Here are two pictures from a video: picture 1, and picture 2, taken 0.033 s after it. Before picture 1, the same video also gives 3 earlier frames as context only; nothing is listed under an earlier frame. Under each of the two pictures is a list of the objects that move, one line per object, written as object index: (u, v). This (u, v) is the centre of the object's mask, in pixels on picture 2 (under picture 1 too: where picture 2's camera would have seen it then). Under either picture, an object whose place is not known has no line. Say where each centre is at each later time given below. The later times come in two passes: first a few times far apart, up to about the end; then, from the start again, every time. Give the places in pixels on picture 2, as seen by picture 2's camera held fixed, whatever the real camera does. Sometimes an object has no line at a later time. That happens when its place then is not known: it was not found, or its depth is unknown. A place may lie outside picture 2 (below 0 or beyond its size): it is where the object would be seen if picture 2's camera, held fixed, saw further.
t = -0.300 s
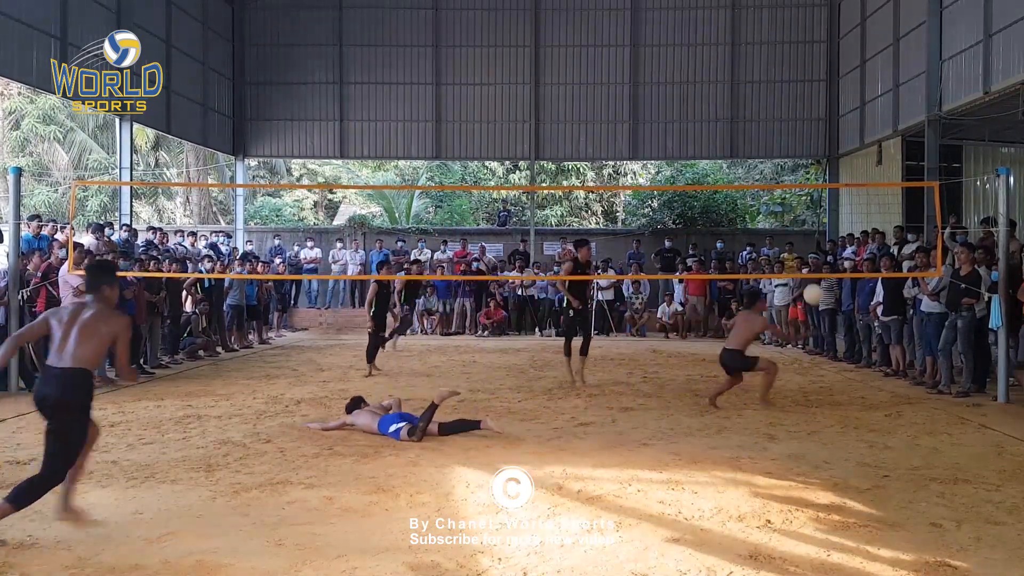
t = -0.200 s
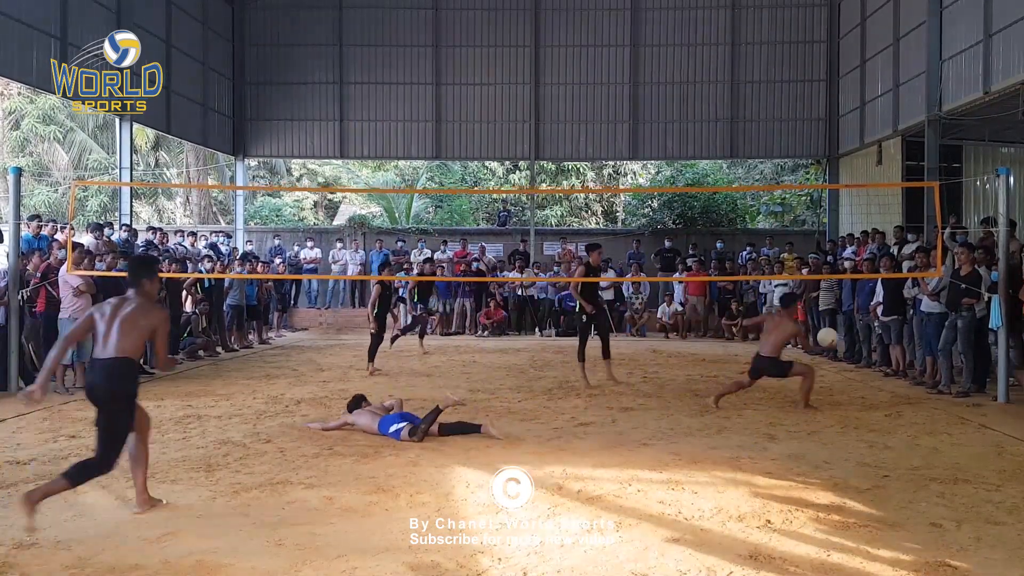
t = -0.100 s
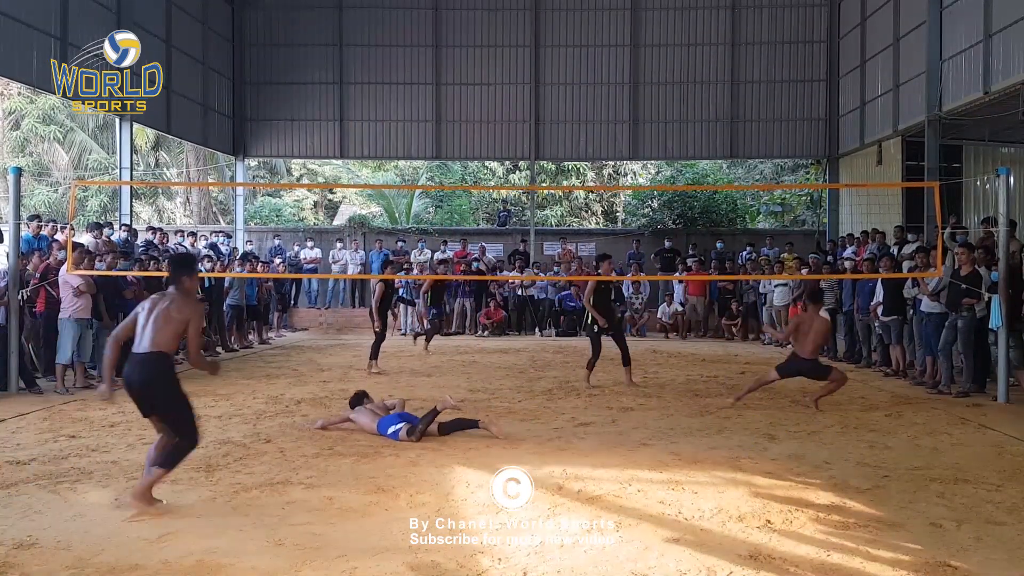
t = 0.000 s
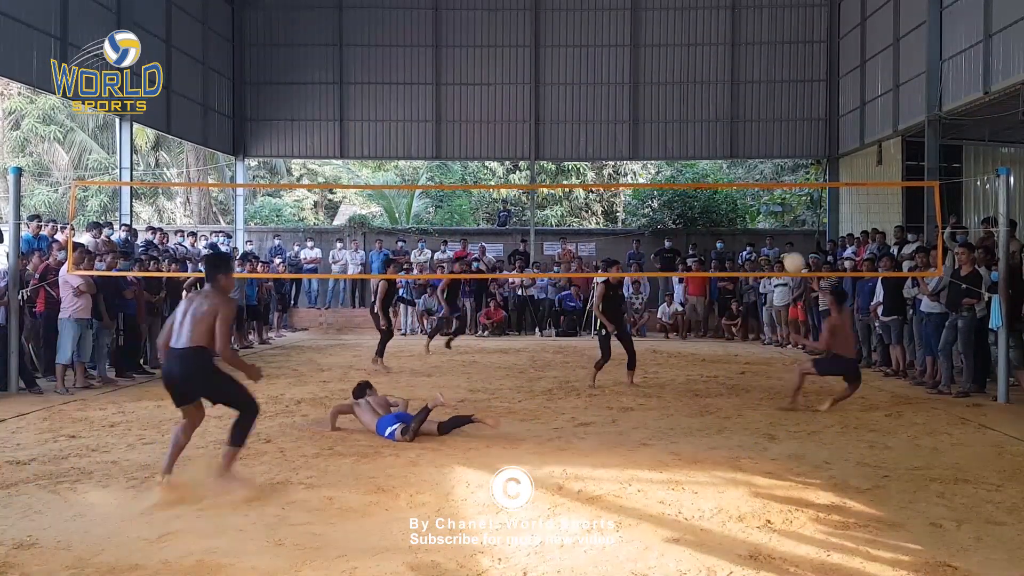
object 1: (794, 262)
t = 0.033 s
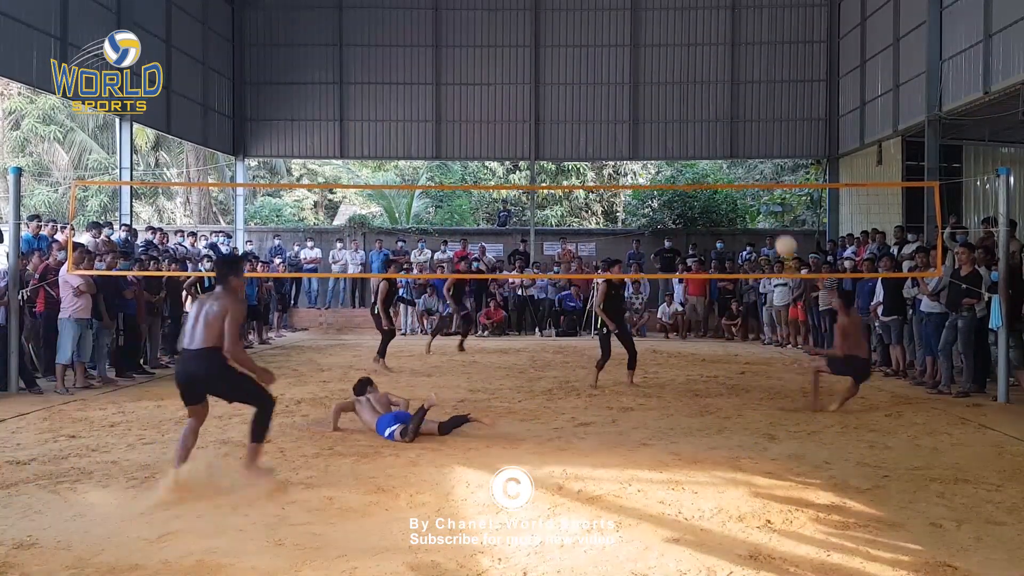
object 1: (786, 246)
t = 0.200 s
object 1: (742, 173)
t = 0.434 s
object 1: (681, 114)
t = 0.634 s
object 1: (626, 104)
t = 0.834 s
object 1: (570, 134)
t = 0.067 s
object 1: (777, 230)
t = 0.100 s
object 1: (768, 214)
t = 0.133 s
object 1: (759, 199)
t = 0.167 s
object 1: (751, 187)
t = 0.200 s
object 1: (742, 173)
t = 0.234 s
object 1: (733, 161)
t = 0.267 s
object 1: (725, 151)
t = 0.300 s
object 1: (716, 142)
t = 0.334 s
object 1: (707, 134)
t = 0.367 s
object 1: (698, 126)
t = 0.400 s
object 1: (689, 119)
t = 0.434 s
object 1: (681, 114)
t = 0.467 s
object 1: (671, 110)
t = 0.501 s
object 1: (662, 107)
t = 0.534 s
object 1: (653, 104)
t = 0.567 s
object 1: (644, 103)
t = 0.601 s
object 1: (635, 103)
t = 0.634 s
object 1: (626, 104)
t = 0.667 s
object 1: (616, 107)
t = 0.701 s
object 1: (607, 110)
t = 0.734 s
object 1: (598, 114)
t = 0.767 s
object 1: (588, 120)
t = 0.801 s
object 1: (579, 126)
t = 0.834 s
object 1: (570, 134)
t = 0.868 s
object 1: (561, 143)
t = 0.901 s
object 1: (552, 153)
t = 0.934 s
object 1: (543, 164)
